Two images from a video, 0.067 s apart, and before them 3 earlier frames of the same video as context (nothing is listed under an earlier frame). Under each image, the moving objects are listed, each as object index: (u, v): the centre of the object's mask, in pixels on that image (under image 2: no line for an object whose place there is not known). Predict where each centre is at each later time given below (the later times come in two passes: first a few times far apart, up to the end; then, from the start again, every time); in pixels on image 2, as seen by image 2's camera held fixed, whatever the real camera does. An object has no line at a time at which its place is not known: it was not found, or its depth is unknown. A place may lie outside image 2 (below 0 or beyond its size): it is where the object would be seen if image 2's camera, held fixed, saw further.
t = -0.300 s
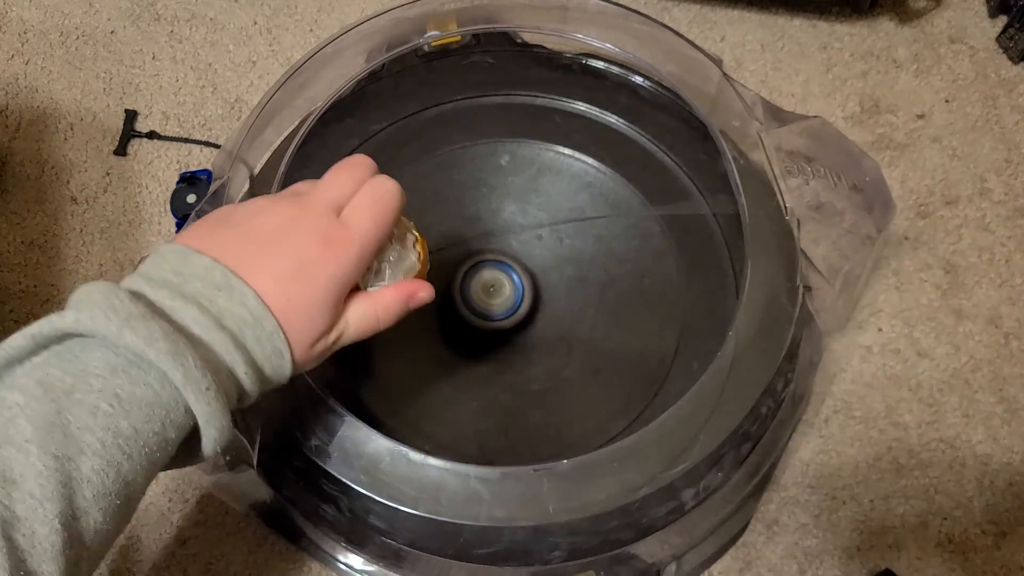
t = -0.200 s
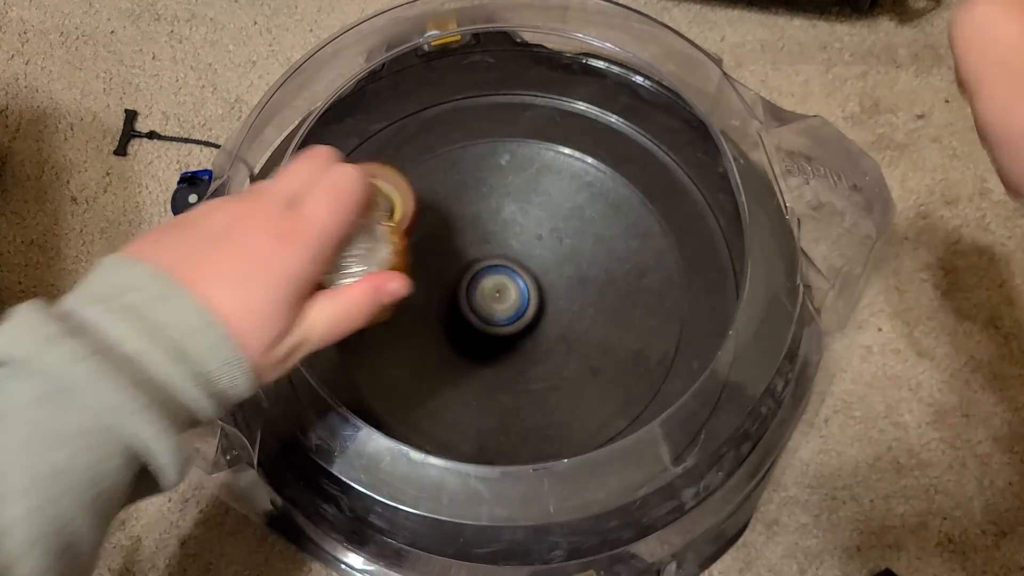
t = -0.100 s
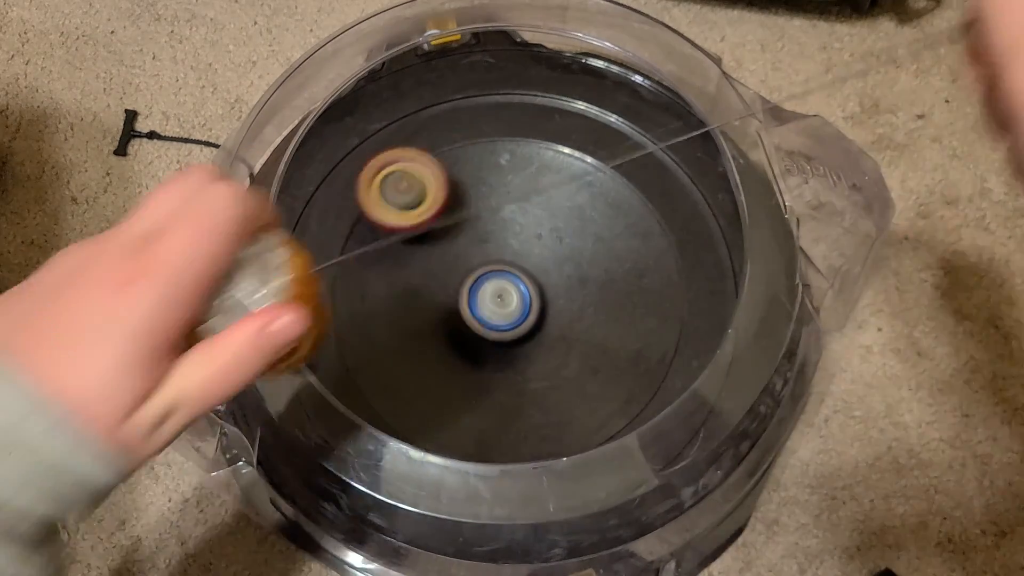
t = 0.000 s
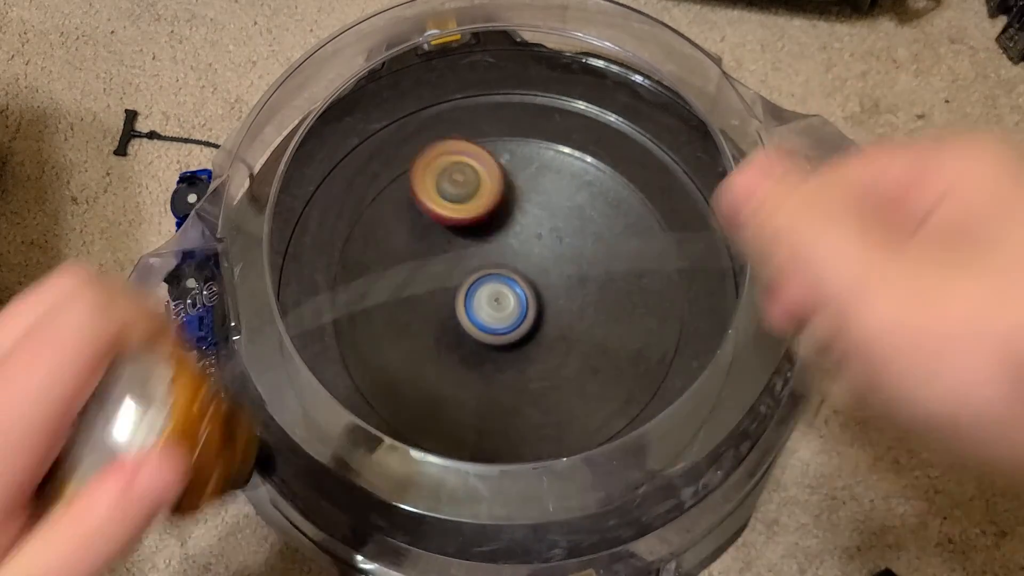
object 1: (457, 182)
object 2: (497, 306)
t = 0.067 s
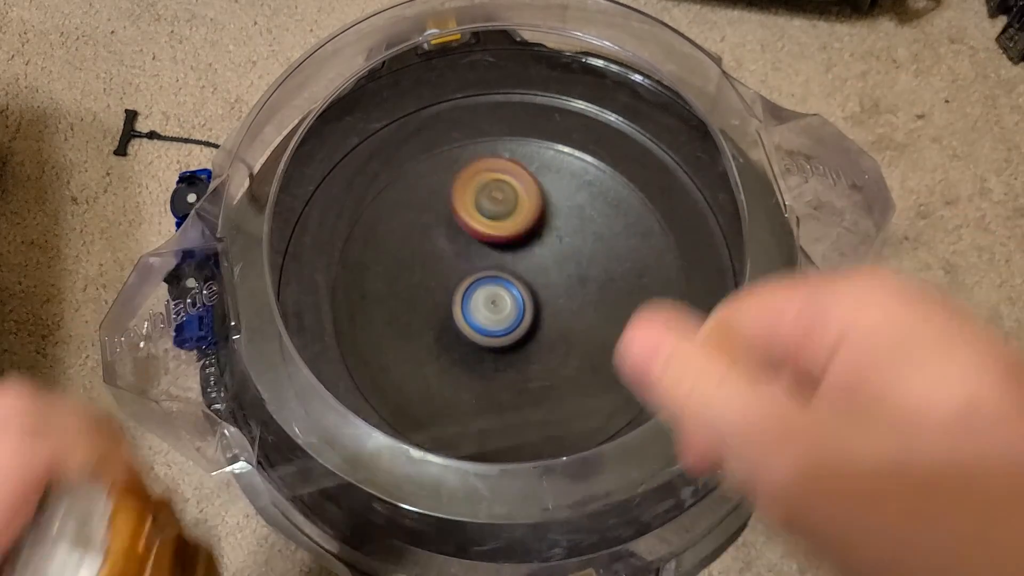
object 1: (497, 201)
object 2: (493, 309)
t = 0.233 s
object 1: (570, 275)
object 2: (492, 311)
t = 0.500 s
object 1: (561, 334)
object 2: (470, 302)
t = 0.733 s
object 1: (561, 272)
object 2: (467, 277)
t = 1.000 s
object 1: (504, 207)
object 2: (510, 301)
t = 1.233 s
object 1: (431, 277)
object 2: (527, 344)
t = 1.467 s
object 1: (424, 335)
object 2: (580, 357)
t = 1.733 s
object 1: (488, 298)
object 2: (590, 305)
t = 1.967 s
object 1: (457, 254)
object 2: (559, 294)
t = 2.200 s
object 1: (424, 256)
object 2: (546, 328)
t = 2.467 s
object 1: (419, 291)
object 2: (566, 330)
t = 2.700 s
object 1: (446, 301)
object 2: (544, 311)
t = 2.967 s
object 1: (434, 280)
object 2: (540, 297)
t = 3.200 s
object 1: (421, 267)
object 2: (558, 295)
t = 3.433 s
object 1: (452, 267)
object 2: (532, 303)
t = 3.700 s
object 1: (457, 244)
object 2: (532, 296)
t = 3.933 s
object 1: (461, 233)
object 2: (535, 287)
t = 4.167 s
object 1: (420, 233)
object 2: (538, 315)
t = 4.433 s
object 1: (447, 264)
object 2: (526, 310)
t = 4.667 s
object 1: (478, 231)
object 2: (527, 328)
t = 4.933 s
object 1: (500, 216)
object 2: (490, 318)
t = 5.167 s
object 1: (544, 196)
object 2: (460, 331)
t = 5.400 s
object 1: (557, 224)
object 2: (484, 296)
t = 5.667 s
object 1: (564, 284)
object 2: (482, 300)
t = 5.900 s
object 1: (602, 330)
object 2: (445, 299)
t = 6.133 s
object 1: (549, 354)
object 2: (469, 268)
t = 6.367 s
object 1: (508, 355)
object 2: (495, 267)
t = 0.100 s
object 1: (516, 214)
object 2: (492, 310)
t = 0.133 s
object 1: (534, 227)
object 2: (492, 311)
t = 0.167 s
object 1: (549, 243)
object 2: (492, 312)
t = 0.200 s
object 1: (561, 259)
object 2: (492, 311)
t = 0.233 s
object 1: (570, 275)
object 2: (492, 311)
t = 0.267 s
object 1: (577, 290)
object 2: (489, 311)
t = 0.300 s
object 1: (582, 303)
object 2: (487, 311)
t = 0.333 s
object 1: (583, 314)
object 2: (484, 310)
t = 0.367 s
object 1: (581, 323)
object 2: (483, 310)
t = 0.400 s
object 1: (575, 329)
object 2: (482, 310)
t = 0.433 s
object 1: (567, 333)
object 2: (482, 309)
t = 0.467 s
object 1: (559, 333)
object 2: (480, 307)
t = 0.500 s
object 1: (561, 334)
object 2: (470, 302)
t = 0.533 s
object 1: (562, 332)
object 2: (462, 295)
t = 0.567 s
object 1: (562, 327)
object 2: (457, 291)
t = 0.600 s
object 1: (560, 319)
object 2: (456, 286)
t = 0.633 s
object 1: (558, 309)
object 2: (459, 283)
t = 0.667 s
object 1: (555, 297)
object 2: (464, 281)
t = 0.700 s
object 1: (556, 284)
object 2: (467, 279)
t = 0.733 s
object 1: (561, 272)
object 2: (467, 277)
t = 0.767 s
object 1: (563, 260)
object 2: (469, 277)
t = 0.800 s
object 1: (562, 247)
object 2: (474, 278)
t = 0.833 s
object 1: (557, 236)
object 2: (480, 280)
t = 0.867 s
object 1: (551, 225)
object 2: (487, 284)
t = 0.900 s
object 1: (542, 217)
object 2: (494, 288)
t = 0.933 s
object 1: (530, 211)
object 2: (500, 292)
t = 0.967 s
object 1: (517, 207)
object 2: (506, 296)
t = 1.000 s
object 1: (504, 207)
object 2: (510, 301)
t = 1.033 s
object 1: (490, 210)
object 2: (513, 306)
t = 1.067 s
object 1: (477, 217)
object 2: (515, 311)
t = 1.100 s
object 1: (466, 228)
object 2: (516, 316)
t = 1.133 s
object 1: (457, 241)
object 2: (516, 320)
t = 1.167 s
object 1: (452, 257)
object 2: (514, 324)
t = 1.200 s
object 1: (440, 267)
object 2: (521, 335)
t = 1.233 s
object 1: (431, 277)
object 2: (527, 344)
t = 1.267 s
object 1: (427, 289)
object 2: (531, 350)
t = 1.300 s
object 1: (429, 302)
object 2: (531, 354)
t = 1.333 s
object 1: (436, 317)
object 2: (530, 356)
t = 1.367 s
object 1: (436, 327)
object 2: (537, 358)
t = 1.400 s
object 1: (427, 331)
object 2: (556, 360)
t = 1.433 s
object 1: (423, 334)
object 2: (570, 359)
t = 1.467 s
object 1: (424, 335)
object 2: (580, 357)
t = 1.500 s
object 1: (430, 336)
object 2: (584, 354)
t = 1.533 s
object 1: (440, 335)
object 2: (585, 350)
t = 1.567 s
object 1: (455, 334)
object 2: (582, 345)
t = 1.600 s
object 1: (472, 331)
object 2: (577, 338)
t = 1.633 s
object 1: (483, 325)
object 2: (579, 330)
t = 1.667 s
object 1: (482, 316)
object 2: (587, 321)
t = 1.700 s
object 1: (484, 307)
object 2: (590, 312)
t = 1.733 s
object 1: (488, 298)
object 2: (590, 305)
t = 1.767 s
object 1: (492, 290)
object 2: (585, 299)
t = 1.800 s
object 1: (483, 279)
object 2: (588, 297)
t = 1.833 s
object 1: (473, 269)
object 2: (587, 297)
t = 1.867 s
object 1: (465, 262)
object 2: (583, 296)
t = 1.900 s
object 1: (460, 257)
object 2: (577, 295)
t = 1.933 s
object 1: (457, 254)
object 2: (568, 295)
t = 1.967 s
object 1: (457, 254)
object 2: (559, 294)
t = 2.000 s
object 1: (458, 257)
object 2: (549, 295)
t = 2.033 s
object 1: (459, 258)
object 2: (542, 297)
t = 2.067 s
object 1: (446, 253)
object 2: (546, 306)
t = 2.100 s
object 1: (437, 250)
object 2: (547, 314)
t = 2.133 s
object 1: (430, 250)
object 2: (548, 320)
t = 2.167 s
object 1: (426, 252)
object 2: (547, 325)
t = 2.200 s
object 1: (424, 256)
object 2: (546, 328)
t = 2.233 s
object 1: (425, 261)
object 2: (543, 329)
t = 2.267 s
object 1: (428, 269)
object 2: (539, 330)
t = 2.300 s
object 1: (434, 277)
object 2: (535, 329)
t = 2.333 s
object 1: (441, 287)
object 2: (530, 327)
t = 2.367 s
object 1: (441, 292)
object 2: (535, 327)
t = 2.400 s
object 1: (430, 291)
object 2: (550, 330)
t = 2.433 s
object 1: (423, 291)
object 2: (560, 330)
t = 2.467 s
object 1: (419, 291)
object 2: (566, 330)
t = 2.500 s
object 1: (417, 292)
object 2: (569, 328)
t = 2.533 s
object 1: (418, 294)
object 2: (570, 326)
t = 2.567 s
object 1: (420, 296)
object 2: (568, 324)
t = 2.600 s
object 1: (425, 298)
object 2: (564, 321)
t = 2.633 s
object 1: (430, 299)
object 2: (559, 318)
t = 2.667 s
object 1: (438, 300)
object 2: (552, 315)
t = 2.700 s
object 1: (446, 301)
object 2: (544, 311)
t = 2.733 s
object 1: (450, 298)
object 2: (540, 308)
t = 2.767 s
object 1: (441, 294)
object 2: (547, 306)
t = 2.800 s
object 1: (435, 290)
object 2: (549, 304)
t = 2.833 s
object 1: (431, 286)
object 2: (550, 302)
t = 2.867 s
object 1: (429, 284)
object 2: (549, 300)
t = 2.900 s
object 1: (429, 282)
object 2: (547, 298)
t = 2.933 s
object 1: (430, 281)
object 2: (544, 298)
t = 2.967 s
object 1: (434, 280)
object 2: (540, 297)
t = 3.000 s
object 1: (438, 280)
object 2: (535, 296)
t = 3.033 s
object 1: (443, 279)
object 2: (530, 295)
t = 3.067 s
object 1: (437, 276)
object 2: (535, 295)
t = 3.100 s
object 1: (429, 273)
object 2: (545, 296)
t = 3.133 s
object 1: (425, 270)
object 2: (551, 295)
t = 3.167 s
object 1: (422, 268)
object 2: (556, 295)
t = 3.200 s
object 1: (421, 267)
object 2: (558, 295)
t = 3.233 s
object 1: (421, 266)
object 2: (559, 296)
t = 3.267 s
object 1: (423, 265)
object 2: (558, 297)
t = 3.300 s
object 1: (427, 265)
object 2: (555, 299)
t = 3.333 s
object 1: (431, 265)
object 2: (551, 301)
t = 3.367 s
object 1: (437, 265)
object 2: (546, 302)
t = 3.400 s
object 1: (444, 266)
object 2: (539, 303)
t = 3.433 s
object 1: (452, 267)
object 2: (532, 303)
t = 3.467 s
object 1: (451, 262)
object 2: (535, 306)
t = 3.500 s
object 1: (448, 257)
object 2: (538, 309)
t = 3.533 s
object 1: (448, 253)
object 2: (541, 310)
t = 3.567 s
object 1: (448, 250)
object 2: (541, 310)
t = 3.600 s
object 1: (449, 247)
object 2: (540, 307)
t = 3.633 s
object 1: (450, 245)
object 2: (538, 304)
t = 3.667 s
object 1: (453, 244)
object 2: (535, 300)
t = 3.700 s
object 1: (457, 244)
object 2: (532, 296)
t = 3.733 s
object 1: (457, 242)
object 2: (531, 293)
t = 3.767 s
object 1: (454, 238)
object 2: (534, 293)
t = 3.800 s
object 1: (453, 235)
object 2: (536, 293)
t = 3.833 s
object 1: (454, 233)
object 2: (536, 291)
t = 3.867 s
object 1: (456, 233)
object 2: (535, 289)
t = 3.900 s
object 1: (459, 234)
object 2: (534, 287)
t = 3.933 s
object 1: (461, 233)
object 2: (535, 287)
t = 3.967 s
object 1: (450, 225)
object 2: (546, 295)
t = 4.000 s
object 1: (440, 220)
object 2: (553, 302)
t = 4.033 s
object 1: (433, 217)
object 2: (556, 308)
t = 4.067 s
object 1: (426, 217)
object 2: (556, 312)
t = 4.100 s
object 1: (421, 220)
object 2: (552, 314)
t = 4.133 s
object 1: (419, 225)
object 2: (546, 315)
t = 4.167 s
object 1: (420, 233)
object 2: (538, 315)
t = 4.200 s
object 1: (423, 242)
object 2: (530, 313)
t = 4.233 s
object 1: (428, 251)
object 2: (521, 310)
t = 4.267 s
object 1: (436, 261)
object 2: (513, 306)
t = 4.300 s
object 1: (433, 262)
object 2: (518, 309)
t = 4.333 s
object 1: (432, 262)
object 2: (524, 311)
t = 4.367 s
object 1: (433, 262)
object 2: (528, 312)
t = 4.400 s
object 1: (438, 262)
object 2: (528, 312)
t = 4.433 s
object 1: (447, 264)
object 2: (526, 310)
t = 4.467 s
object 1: (451, 259)
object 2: (529, 312)
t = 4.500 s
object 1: (454, 253)
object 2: (534, 316)
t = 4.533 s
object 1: (459, 249)
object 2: (536, 319)
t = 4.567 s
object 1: (465, 246)
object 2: (535, 320)
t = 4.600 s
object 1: (472, 244)
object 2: (532, 319)
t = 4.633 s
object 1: (477, 241)
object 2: (528, 321)
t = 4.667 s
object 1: (478, 231)
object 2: (527, 328)
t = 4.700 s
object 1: (478, 224)
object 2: (525, 331)
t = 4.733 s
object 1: (480, 219)
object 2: (520, 332)
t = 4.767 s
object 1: (483, 216)
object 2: (515, 332)
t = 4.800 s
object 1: (485, 214)
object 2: (510, 330)
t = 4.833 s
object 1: (488, 213)
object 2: (504, 329)
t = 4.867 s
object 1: (492, 213)
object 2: (499, 326)
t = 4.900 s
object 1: (496, 214)
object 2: (494, 322)
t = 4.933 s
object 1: (500, 216)
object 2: (490, 318)
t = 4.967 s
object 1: (504, 220)
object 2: (486, 314)
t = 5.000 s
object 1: (508, 224)
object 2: (482, 311)
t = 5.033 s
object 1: (518, 215)
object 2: (474, 321)
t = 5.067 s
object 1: (527, 208)
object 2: (468, 328)
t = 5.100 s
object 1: (534, 202)
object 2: (464, 332)
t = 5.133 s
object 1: (539, 198)
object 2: (461, 333)
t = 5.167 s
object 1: (544, 196)
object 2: (460, 331)
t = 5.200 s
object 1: (548, 195)
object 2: (461, 327)
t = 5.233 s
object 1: (551, 196)
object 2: (463, 322)
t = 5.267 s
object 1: (554, 198)
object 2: (466, 316)
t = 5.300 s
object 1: (555, 203)
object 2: (470, 311)
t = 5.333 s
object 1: (556, 208)
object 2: (474, 306)
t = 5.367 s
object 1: (557, 215)
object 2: (479, 301)
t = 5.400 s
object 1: (557, 224)
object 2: (484, 296)
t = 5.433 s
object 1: (556, 233)
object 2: (488, 292)
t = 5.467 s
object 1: (563, 237)
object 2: (484, 295)
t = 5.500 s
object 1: (569, 242)
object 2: (480, 298)
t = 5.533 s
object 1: (573, 247)
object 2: (477, 299)
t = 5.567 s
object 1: (572, 247)
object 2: (477, 300)
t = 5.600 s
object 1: (571, 253)
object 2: (479, 300)
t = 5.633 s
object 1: (568, 265)
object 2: (481, 300)
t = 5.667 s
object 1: (564, 284)
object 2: (482, 300)
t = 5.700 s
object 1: (568, 303)
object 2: (475, 301)
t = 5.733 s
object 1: (579, 303)
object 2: (460, 303)
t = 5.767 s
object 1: (590, 305)
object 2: (449, 304)
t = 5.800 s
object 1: (599, 314)
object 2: (443, 304)
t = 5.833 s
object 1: (604, 326)
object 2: (440, 303)
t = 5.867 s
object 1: (604, 326)
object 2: (442, 301)
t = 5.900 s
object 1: (602, 330)
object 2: (445, 299)
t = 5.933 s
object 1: (596, 336)
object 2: (451, 297)
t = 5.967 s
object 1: (587, 335)
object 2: (458, 295)
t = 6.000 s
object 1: (576, 339)
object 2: (466, 293)
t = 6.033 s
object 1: (561, 337)
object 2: (475, 292)
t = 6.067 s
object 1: (546, 338)
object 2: (481, 290)
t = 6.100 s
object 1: (548, 347)
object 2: (475, 279)
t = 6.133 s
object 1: (549, 354)
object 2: (469, 268)
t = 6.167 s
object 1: (548, 361)
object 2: (467, 261)
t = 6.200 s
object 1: (546, 365)
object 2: (467, 256)
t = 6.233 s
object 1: (541, 367)
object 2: (470, 255)
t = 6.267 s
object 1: (535, 367)
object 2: (475, 257)
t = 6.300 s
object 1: (527, 366)
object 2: (482, 260)
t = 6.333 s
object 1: (518, 362)
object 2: (488, 264)
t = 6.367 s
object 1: (508, 355)
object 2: (495, 267)
